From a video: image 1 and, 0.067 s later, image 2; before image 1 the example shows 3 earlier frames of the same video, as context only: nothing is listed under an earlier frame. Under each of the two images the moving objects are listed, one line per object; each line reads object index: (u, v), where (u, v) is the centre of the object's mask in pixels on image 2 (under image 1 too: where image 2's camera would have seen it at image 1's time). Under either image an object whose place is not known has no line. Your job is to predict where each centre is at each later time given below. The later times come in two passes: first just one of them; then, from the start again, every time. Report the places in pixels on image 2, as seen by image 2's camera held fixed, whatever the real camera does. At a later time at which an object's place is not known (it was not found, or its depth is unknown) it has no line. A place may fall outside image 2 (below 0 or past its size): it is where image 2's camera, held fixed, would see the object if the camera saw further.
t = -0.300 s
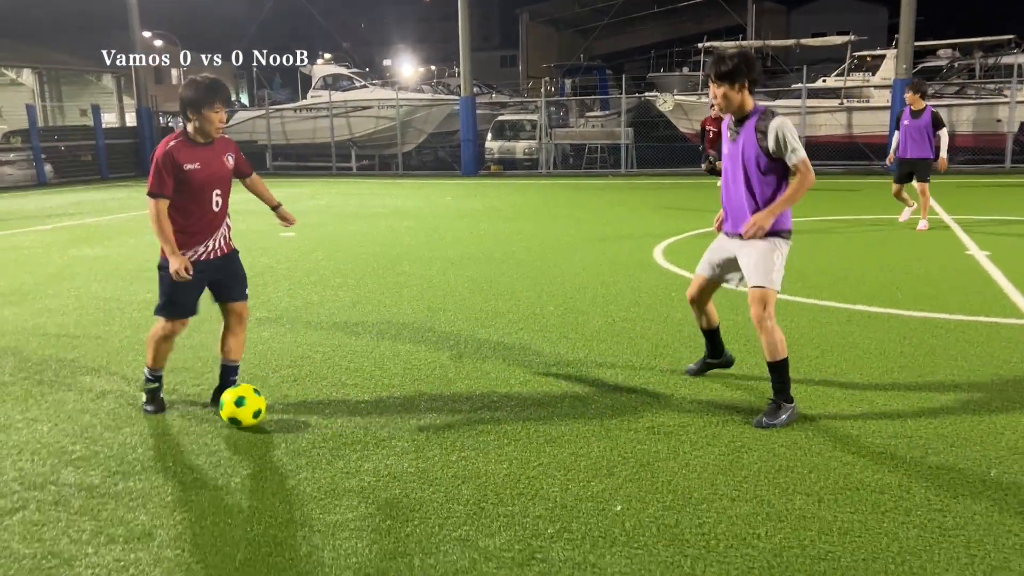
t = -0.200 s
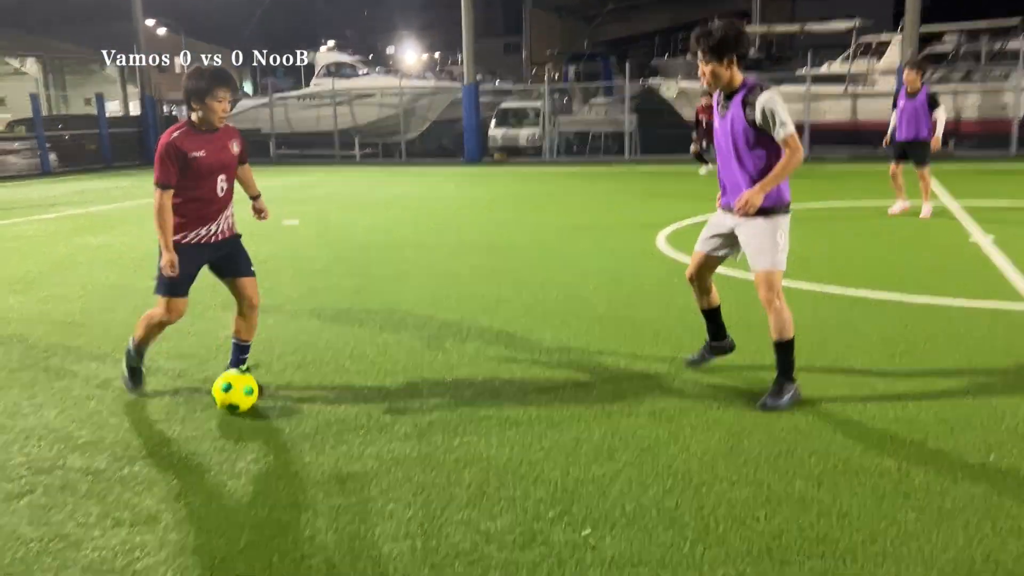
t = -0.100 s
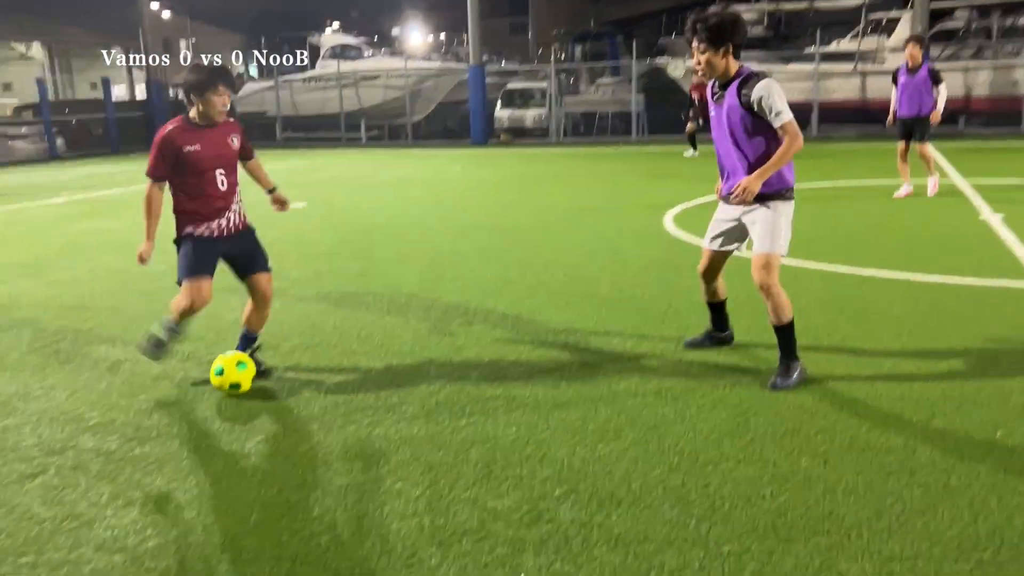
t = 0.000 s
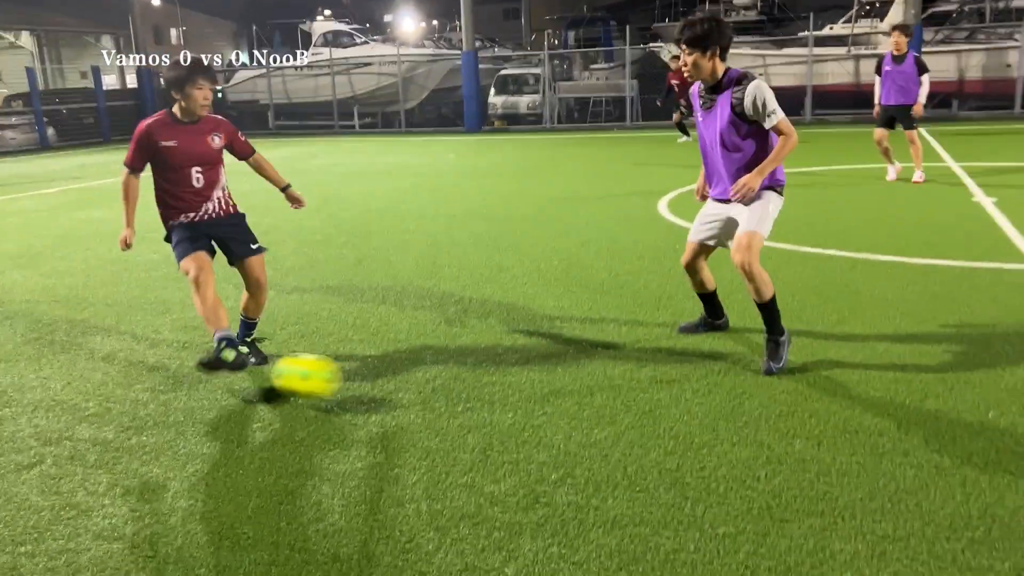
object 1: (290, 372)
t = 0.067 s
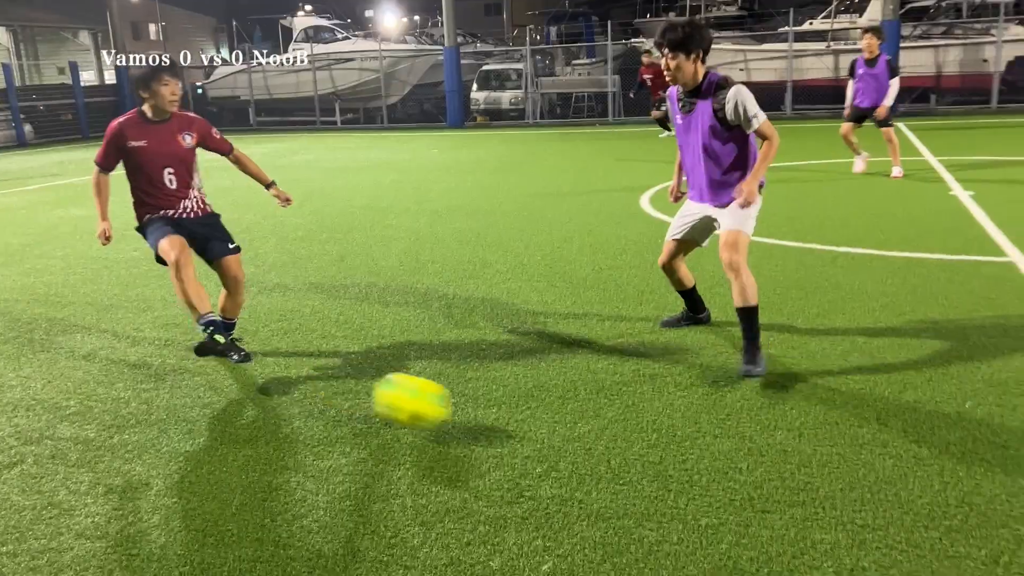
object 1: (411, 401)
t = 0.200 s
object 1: (737, 490)
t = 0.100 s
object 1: (481, 421)
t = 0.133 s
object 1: (562, 446)
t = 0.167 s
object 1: (645, 467)
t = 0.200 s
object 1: (737, 490)
